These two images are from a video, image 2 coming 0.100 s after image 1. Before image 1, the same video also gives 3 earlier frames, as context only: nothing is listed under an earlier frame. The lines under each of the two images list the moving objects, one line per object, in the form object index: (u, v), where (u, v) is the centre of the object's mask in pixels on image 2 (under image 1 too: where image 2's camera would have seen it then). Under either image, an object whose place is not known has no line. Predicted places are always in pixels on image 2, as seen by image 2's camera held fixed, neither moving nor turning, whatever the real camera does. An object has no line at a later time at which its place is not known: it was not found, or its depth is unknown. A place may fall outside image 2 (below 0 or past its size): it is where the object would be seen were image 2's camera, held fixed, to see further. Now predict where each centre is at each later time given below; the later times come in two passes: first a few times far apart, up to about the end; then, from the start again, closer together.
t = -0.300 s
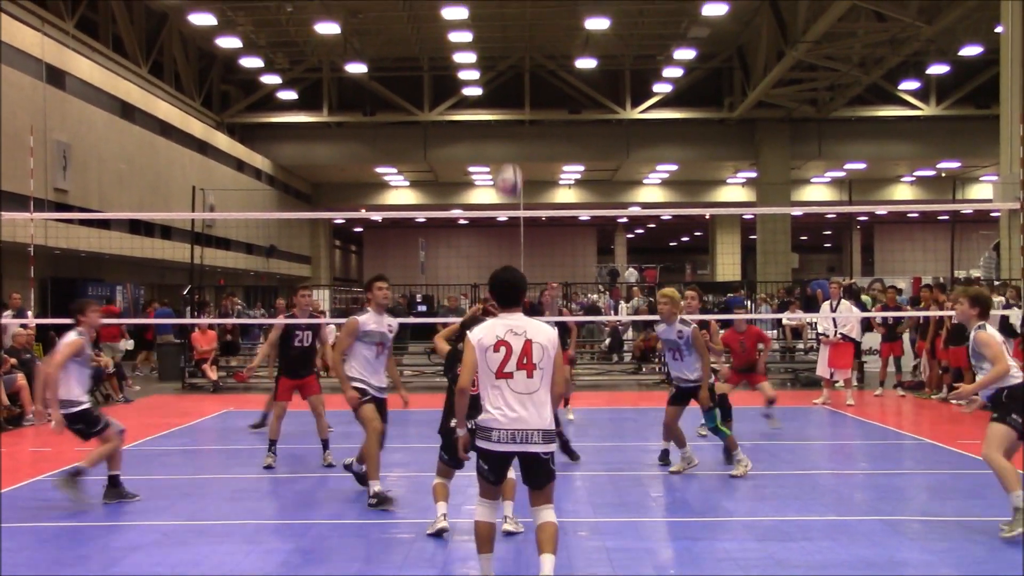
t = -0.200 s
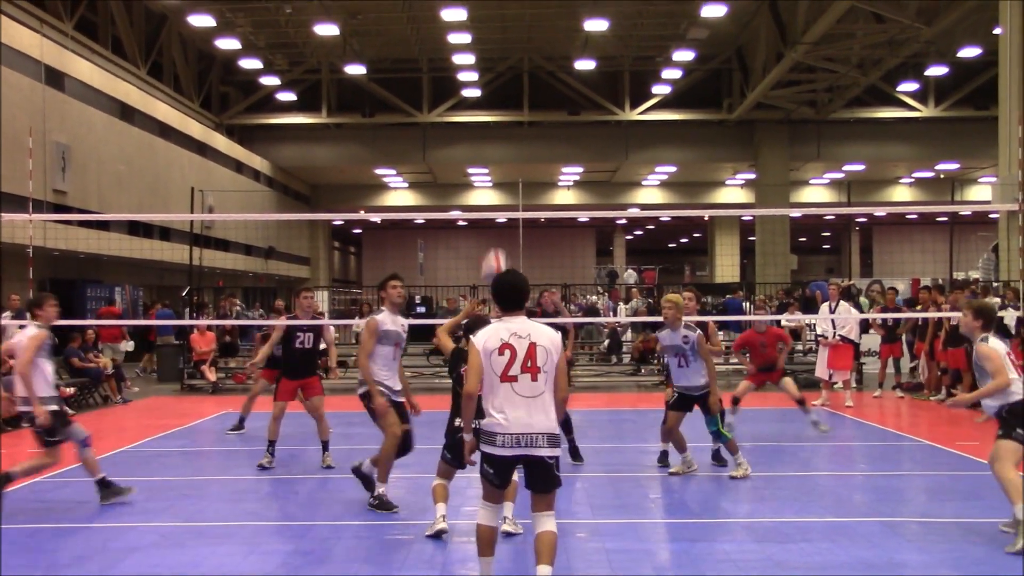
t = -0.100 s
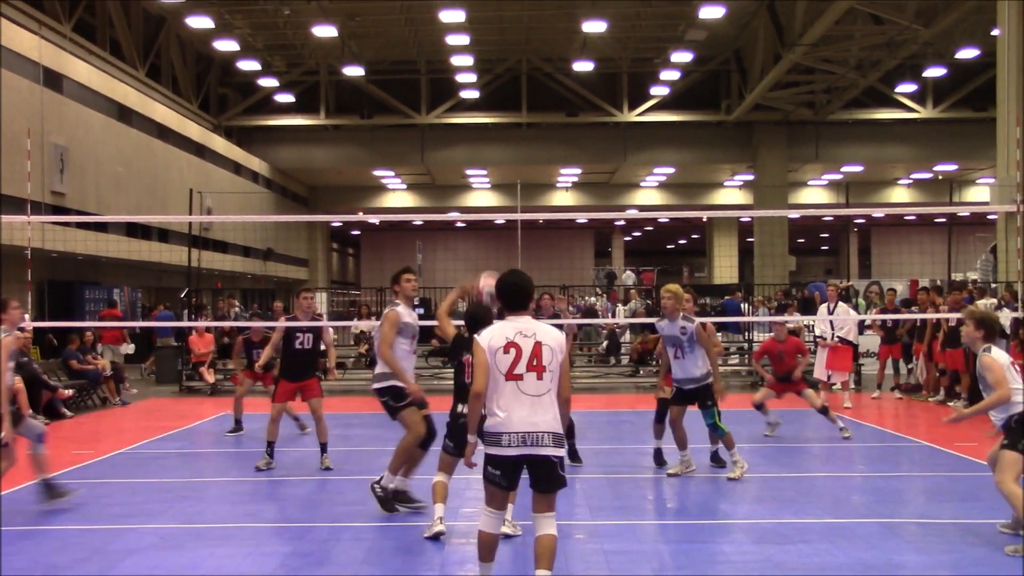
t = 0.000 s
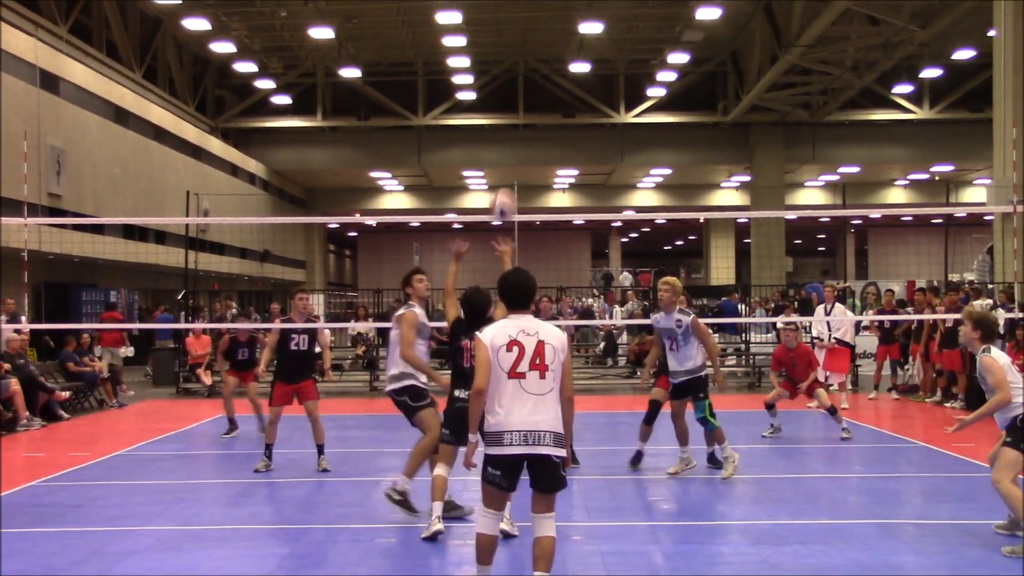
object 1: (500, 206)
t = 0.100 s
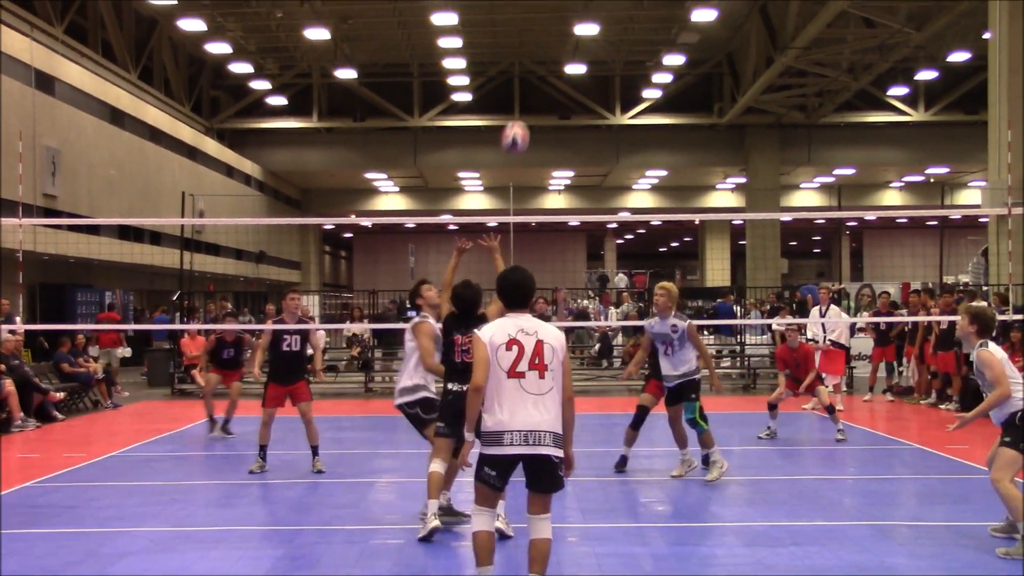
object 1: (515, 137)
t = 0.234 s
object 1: (535, 70)
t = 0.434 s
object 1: (563, 17)
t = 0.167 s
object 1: (525, 100)
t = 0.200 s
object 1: (530, 84)
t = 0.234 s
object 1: (535, 70)
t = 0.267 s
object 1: (540, 58)
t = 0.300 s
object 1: (544, 47)
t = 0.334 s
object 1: (549, 37)
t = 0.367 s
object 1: (554, 29)
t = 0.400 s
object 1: (559, 23)
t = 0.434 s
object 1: (563, 17)
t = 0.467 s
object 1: (568, 13)
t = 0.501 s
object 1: (572, 11)
